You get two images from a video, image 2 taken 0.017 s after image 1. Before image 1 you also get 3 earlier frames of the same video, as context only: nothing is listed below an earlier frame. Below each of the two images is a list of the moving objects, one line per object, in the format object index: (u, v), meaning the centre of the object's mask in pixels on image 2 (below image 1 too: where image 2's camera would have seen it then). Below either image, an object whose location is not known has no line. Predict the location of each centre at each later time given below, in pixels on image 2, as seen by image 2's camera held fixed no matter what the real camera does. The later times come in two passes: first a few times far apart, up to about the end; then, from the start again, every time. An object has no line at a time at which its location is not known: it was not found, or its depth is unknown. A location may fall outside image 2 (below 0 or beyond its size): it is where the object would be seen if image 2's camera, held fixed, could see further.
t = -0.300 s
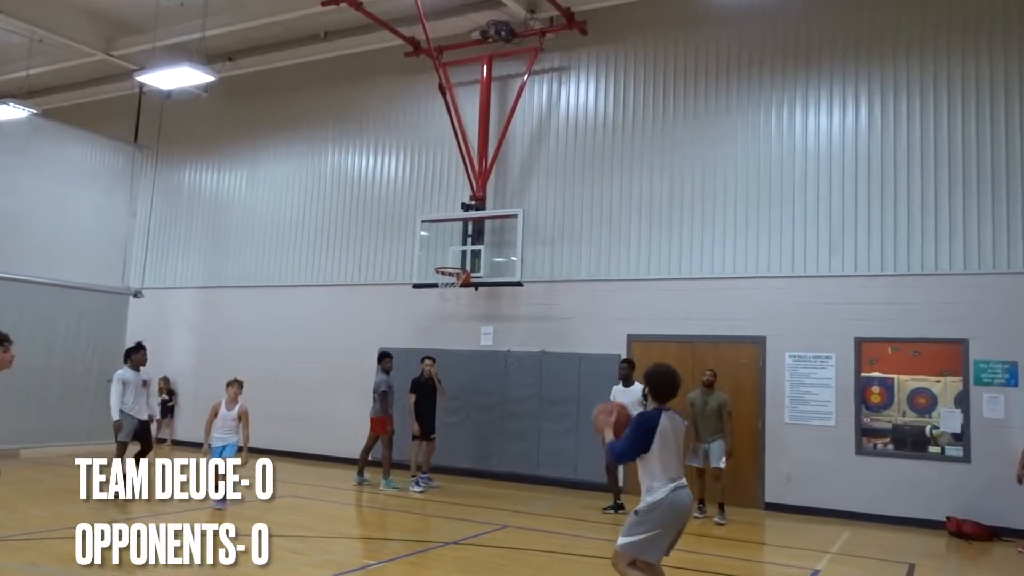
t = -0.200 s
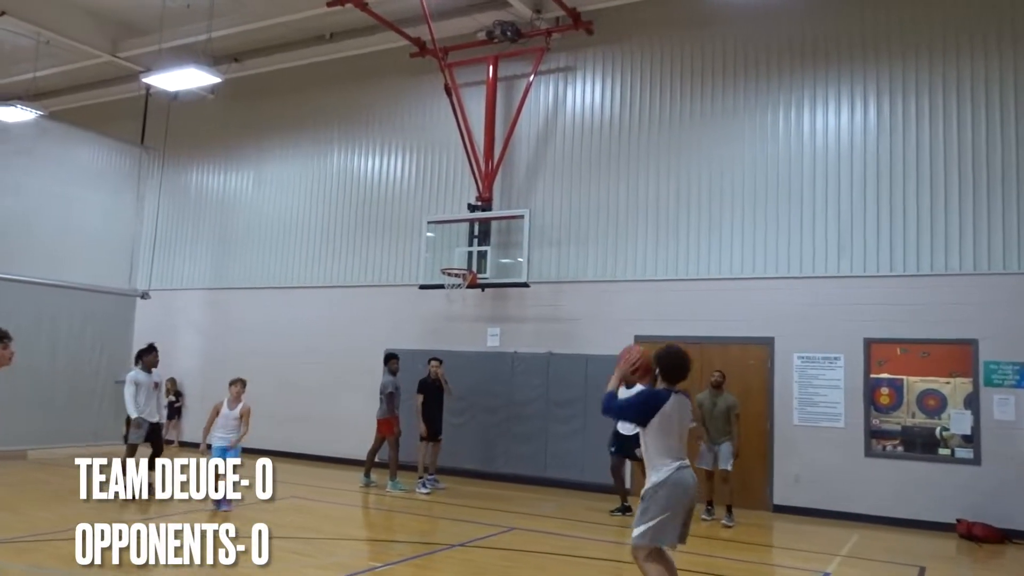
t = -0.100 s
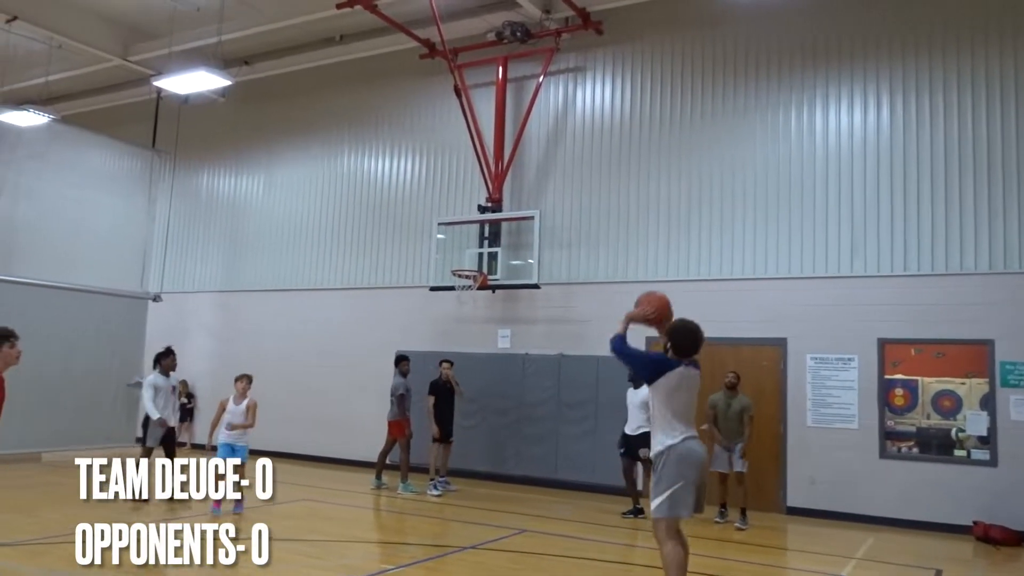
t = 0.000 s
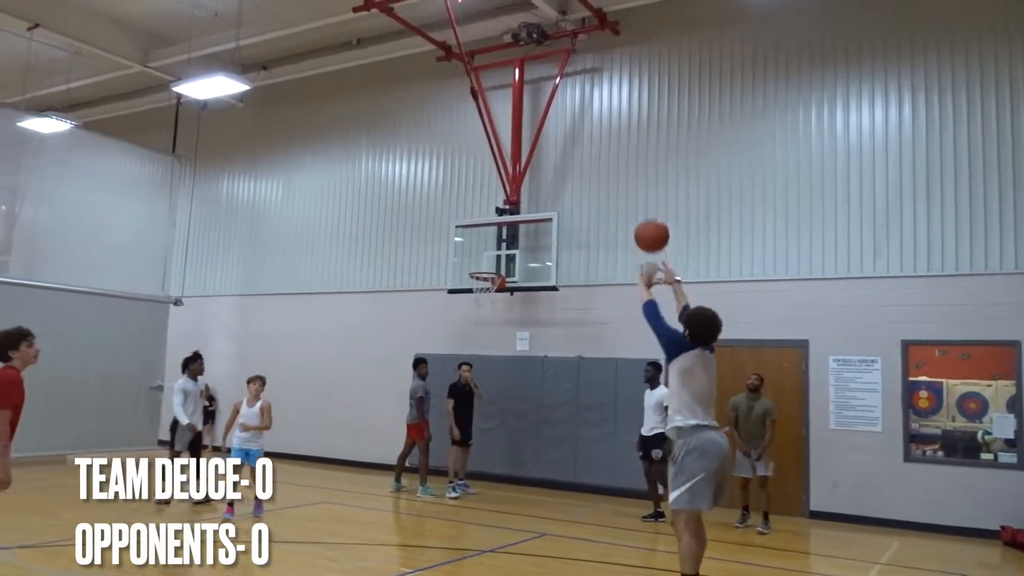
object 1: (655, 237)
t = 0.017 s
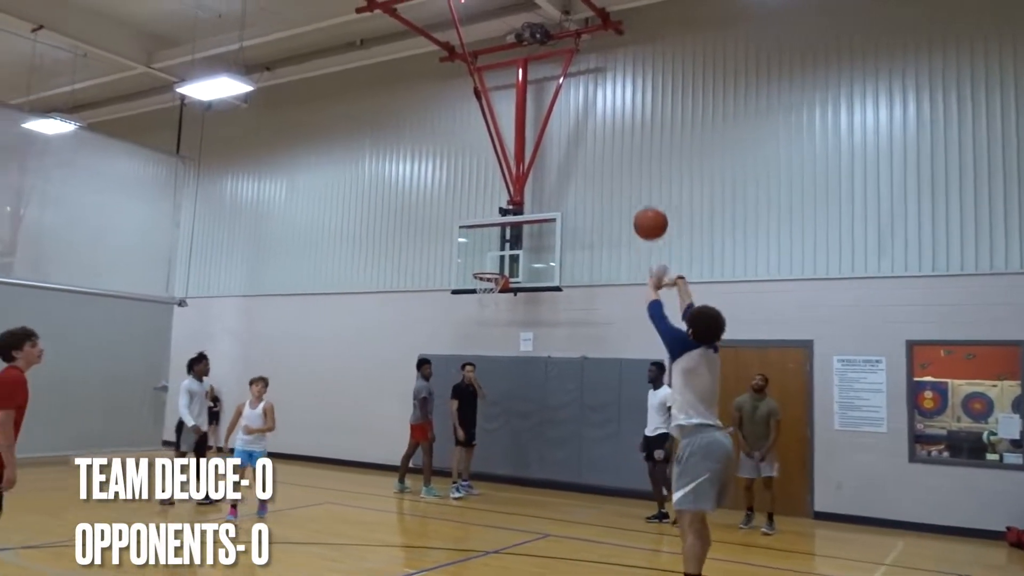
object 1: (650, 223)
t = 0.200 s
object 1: (604, 133)
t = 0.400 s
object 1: (565, 99)
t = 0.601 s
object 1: (535, 107)
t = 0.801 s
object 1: (512, 147)
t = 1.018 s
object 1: (490, 212)
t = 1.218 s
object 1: (486, 273)
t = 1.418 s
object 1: (517, 257)
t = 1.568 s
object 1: (538, 258)
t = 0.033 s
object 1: (645, 212)
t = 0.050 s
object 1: (641, 201)
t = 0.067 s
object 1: (637, 192)
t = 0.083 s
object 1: (632, 182)
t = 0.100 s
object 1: (628, 173)
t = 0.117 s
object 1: (624, 166)
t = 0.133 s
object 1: (620, 158)
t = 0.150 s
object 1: (616, 151)
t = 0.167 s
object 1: (612, 144)
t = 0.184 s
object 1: (608, 138)
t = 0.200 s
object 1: (604, 133)
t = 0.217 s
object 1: (601, 128)
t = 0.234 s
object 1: (597, 124)
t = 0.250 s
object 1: (593, 119)
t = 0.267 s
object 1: (590, 116)
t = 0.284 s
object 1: (586, 112)
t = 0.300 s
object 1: (583, 109)
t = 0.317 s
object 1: (580, 107)
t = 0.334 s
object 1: (577, 104)
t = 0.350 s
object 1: (574, 102)
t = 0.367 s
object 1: (571, 101)
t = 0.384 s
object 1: (568, 99)
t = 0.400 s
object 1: (565, 99)
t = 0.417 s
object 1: (562, 98)
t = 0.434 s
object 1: (559, 98)
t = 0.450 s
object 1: (557, 97)
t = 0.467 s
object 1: (554, 98)
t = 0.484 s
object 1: (551, 98)
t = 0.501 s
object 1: (549, 98)
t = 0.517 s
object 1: (546, 99)
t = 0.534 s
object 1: (544, 100)
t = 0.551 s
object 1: (541, 101)
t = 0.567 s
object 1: (540, 103)
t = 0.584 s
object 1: (537, 105)
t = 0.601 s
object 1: (535, 107)
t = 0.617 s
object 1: (534, 109)
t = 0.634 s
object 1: (532, 112)
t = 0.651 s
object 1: (531, 114)
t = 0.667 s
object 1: (529, 117)
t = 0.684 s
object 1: (528, 119)
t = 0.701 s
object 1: (524, 122)
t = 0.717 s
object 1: (521, 126)
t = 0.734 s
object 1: (519, 130)
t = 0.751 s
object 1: (517, 134)
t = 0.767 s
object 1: (515, 138)
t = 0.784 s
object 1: (513, 142)
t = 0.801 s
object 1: (512, 147)
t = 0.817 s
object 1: (509, 151)
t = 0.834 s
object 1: (508, 155)
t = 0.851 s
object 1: (507, 159)
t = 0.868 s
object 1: (506, 164)
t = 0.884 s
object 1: (503, 169)
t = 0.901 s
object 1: (501, 174)
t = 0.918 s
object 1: (500, 179)
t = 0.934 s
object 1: (498, 184)
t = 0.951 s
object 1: (496, 189)
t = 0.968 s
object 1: (495, 195)
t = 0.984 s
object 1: (493, 200)
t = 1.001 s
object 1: (491, 206)
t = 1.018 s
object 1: (490, 212)
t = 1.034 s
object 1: (489, 218)
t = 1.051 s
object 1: (487, 223)
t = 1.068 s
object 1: (486, 230)
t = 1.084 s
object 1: (484, 236)
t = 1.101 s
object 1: (483, 242)
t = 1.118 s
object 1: (481, 248)
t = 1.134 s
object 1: (480, 255)
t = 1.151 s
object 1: (479, 262)
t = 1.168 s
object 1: (477, 269)
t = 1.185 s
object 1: (479, 271)
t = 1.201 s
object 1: (482, 272)
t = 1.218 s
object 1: (486, 273)
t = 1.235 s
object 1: (490, 273)
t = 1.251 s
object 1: (493, 270)
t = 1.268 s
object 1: (497, 270)
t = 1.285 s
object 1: (500, 269)
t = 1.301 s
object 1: (502, 267)
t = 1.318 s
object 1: (503, 264)
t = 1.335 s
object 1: (505, 263)
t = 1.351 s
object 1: (508, 261)
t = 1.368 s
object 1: (510, 260)
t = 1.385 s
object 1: (513, 259)
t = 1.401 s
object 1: (515, 258)
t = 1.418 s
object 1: (517, 257)
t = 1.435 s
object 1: (520, 257)
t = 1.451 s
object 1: (522, 256)
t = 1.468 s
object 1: (524, 256)
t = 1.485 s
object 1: (527, 255)
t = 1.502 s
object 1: (529, 255)
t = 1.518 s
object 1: (531, 256)
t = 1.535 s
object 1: (533, 256)
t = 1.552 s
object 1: (535, 257)
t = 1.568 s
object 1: (538, 258)
